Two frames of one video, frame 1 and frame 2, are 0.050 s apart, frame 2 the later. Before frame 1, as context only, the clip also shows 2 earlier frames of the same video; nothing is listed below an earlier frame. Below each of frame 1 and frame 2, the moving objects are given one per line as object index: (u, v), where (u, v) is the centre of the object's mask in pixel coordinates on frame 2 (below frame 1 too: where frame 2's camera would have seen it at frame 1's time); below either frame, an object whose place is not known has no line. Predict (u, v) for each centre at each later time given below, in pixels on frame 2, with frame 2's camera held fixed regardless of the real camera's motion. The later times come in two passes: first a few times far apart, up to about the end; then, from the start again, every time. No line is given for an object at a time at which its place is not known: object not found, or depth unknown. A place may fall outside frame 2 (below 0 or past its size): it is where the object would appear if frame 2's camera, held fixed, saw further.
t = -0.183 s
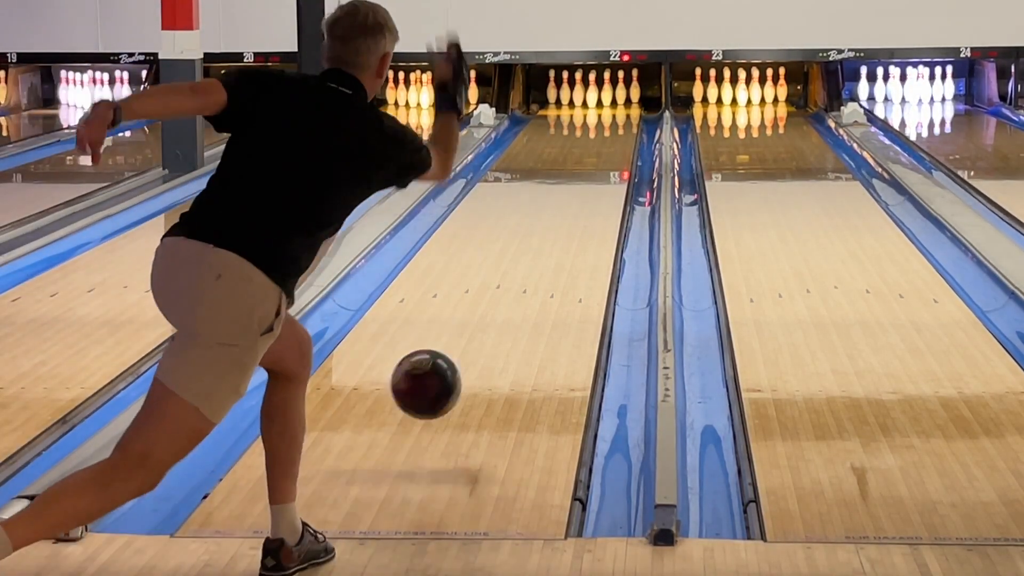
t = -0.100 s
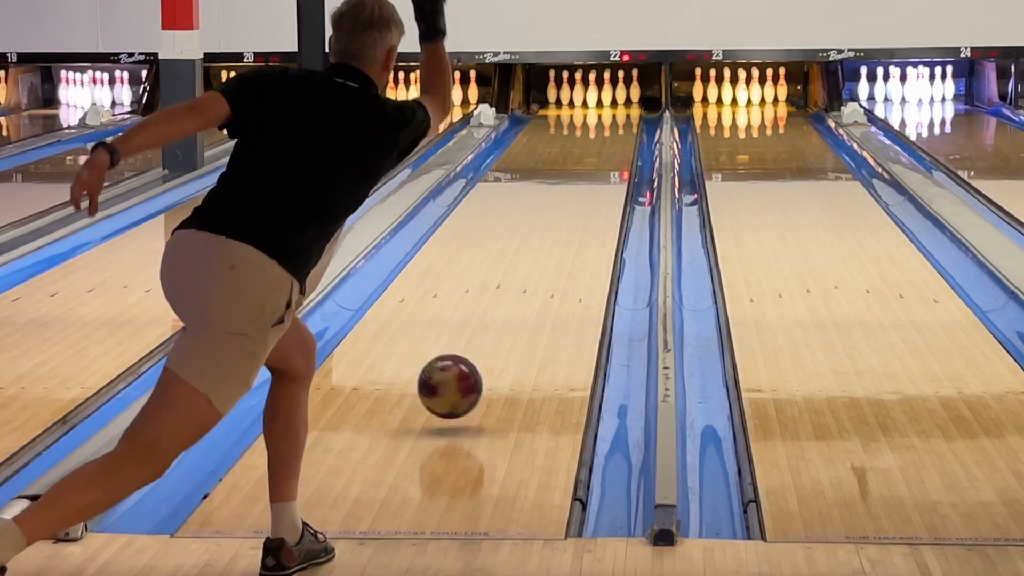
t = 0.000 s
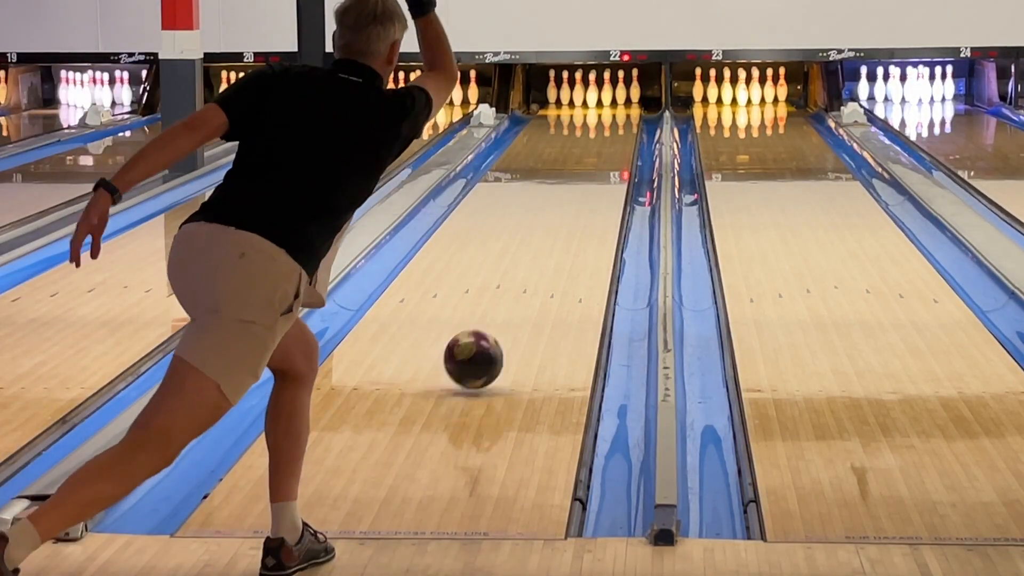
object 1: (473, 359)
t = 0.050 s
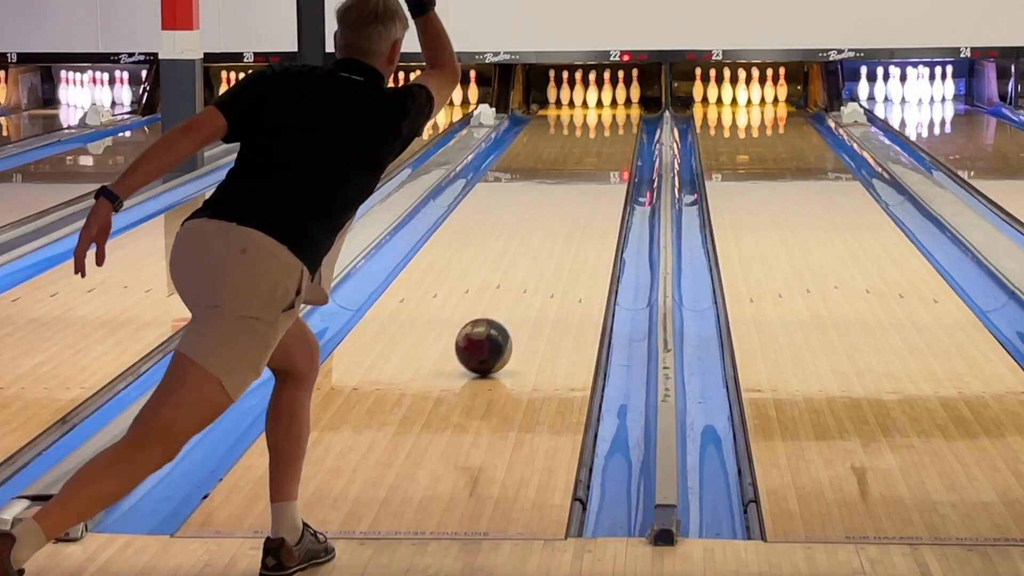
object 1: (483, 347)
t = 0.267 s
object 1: (519, 291)
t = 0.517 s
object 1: (548, 243)
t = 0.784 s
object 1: (571, 206)
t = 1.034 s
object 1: (586, 179)
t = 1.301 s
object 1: (598, 157)
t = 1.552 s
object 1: (605, 140)
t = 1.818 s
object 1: (610, 125)
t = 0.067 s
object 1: (487, 342)
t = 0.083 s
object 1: (490, 337)
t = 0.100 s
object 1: (493, 332)
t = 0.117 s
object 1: (496, 327)
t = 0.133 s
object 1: (499, 323)
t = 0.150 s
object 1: (501, 318)
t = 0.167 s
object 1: (504, 314)
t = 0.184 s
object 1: (507, 310)
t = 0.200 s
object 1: (510, 306)
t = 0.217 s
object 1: (512, 302)
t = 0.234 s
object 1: (515, 298)
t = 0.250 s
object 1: (517, 294)
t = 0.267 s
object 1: (519, 291)
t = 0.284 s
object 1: (522, 287)
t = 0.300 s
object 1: (524, 283)
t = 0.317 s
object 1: (526, 280)
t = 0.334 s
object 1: (528, 276)
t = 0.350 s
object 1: (530, 273)
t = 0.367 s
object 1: (532, 270)
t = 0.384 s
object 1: (534, 266)
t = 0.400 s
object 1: (536, 263)
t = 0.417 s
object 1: (538, 260)
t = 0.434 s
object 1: (540, 257)
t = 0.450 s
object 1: (542, 254)
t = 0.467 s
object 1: (544, 251)
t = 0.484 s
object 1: (545, 249)
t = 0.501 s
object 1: (547, 246)
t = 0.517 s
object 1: (548, 243)
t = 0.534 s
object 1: (550, 240)
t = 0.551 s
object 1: (552, 238)
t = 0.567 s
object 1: (553, 235)
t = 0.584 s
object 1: (555, 233)
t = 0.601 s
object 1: (556, 230)
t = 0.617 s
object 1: (558, 228)
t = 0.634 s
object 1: (559, 225)
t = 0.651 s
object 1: (560, 223)
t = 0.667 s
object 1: (562, 221)
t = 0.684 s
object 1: (563, 218)
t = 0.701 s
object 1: (564, 216)
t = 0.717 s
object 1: (566, 214)
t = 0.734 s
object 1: (567, 212)
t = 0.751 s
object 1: (568, 210)
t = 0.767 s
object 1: (569, 208)
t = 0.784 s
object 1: (571, 206)
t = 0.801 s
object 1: (572, 204)
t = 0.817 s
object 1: (573, 202)
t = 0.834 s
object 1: (574, 200)
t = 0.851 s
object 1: (575, 198)
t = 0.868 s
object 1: (576, 196)
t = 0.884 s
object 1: (577, 194)
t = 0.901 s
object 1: (578, 193)
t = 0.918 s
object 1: (579, 191)
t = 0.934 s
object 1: (580, 190)
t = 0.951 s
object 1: (581, 187)
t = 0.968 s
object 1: (582, 185)
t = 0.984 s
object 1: (583, 184)
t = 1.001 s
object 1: (584, 183)
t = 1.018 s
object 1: (585, 181)
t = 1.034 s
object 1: (586, 179)
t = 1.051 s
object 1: (587, 178)
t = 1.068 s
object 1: (588, 176)
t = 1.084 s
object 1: (588, 175)
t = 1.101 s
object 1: (589, 173)
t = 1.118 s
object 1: (590, 172)
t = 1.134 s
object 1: (590, 170)
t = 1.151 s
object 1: (591, 169)
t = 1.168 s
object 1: (592, 167)
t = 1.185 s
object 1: (593, 166)
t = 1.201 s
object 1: (594, 164)
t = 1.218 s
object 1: (594, 163)
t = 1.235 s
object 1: (595, 162)
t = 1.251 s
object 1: (596, 161)
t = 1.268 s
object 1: (596, 159)
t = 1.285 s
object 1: (597, 158)
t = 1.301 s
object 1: (598, 157)
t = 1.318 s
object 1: (598, 155)
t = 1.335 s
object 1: (599, 154)
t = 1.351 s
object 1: (599, 153)
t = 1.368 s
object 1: (600, 152)
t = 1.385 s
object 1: (600, 150)
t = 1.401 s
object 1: (601, 149)
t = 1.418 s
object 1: (602, 148)
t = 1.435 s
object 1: (602, 147)
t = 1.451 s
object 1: (602, 146)
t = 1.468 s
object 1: (603, 145)
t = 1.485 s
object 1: (603, 144)
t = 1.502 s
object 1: (604, 143)
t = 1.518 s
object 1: (604, 142)
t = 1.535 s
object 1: (605, 141)
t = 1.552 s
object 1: (605, 140)
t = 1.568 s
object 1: (605, 139)
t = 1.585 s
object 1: (606, 138)
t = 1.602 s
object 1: (606, 137)
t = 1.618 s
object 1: (607, 136)
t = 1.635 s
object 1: (607, 135)
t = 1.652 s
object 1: (607, 134)
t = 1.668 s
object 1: (607, 132)
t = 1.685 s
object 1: (608, 132)
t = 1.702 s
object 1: (608, 131)
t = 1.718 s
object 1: (608, 130)
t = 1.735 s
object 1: (609, 129)
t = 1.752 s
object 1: (609, 128)
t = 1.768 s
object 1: (609, 127)
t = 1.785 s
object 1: (610, 126)
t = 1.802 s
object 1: (609, 126)
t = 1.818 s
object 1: (610, 125)
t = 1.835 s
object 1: (610, 124)
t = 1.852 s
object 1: (610, 123)
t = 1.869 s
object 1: (610, 123)
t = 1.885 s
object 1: (610, 122)
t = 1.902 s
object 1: (610, 121)
